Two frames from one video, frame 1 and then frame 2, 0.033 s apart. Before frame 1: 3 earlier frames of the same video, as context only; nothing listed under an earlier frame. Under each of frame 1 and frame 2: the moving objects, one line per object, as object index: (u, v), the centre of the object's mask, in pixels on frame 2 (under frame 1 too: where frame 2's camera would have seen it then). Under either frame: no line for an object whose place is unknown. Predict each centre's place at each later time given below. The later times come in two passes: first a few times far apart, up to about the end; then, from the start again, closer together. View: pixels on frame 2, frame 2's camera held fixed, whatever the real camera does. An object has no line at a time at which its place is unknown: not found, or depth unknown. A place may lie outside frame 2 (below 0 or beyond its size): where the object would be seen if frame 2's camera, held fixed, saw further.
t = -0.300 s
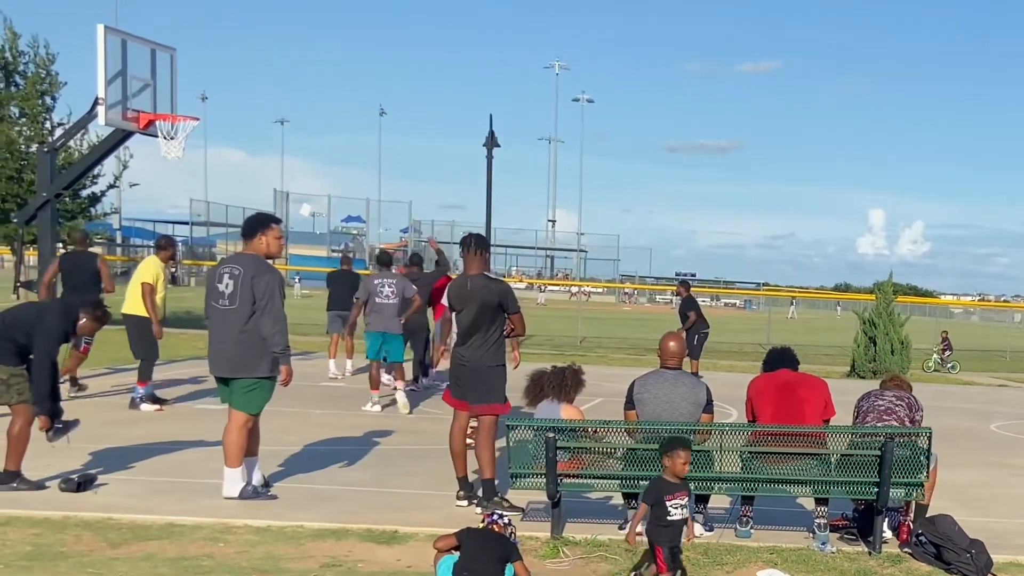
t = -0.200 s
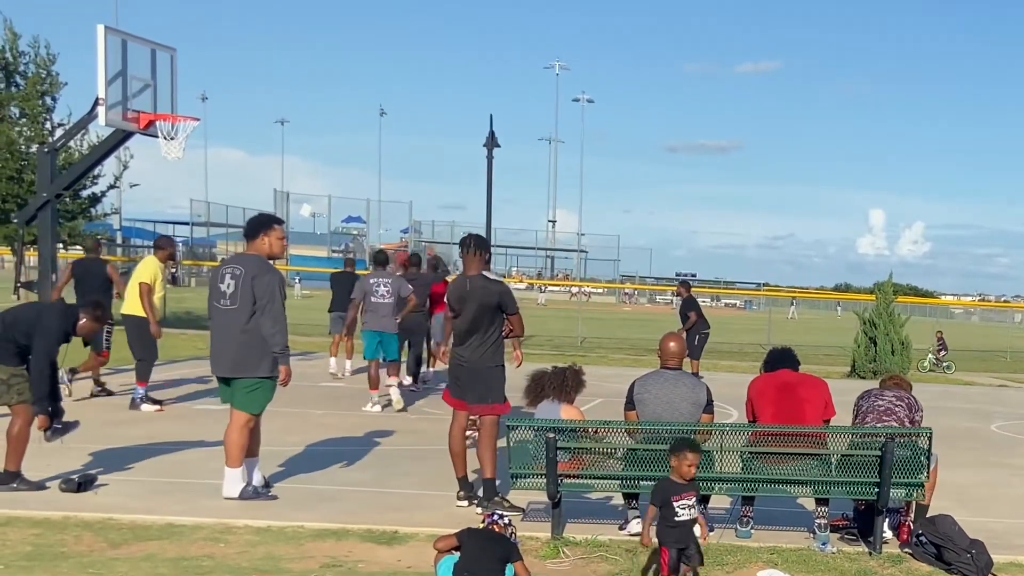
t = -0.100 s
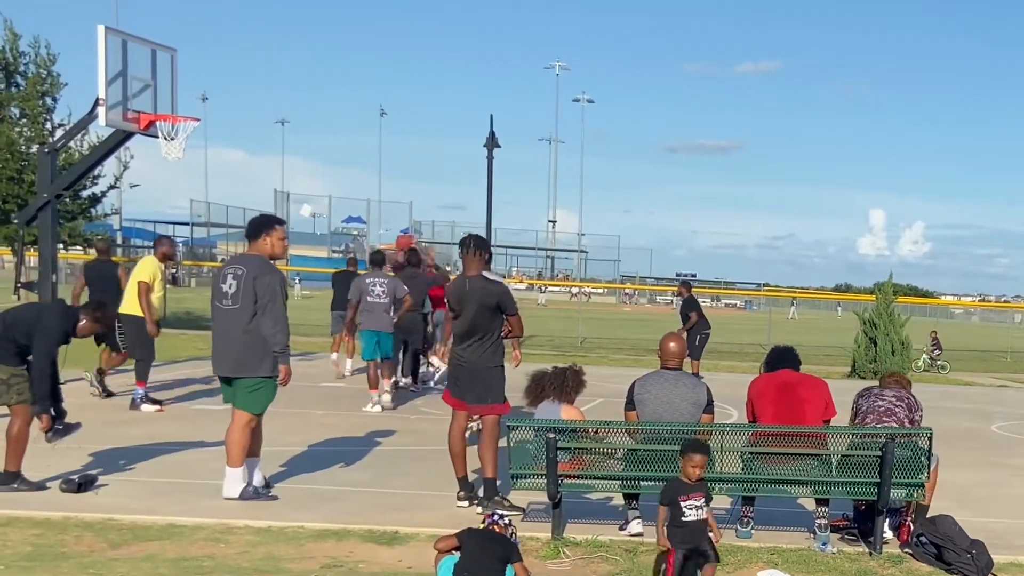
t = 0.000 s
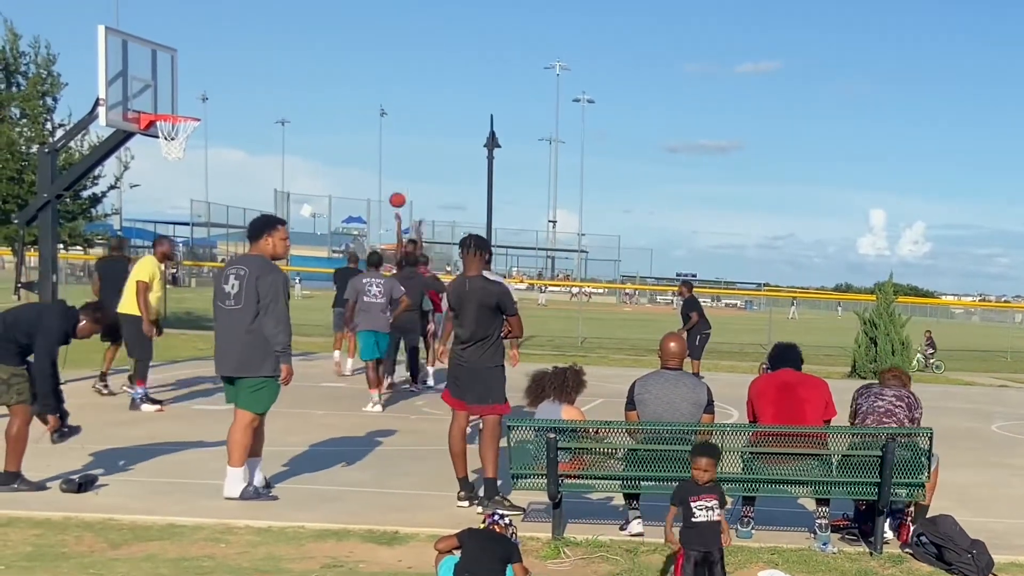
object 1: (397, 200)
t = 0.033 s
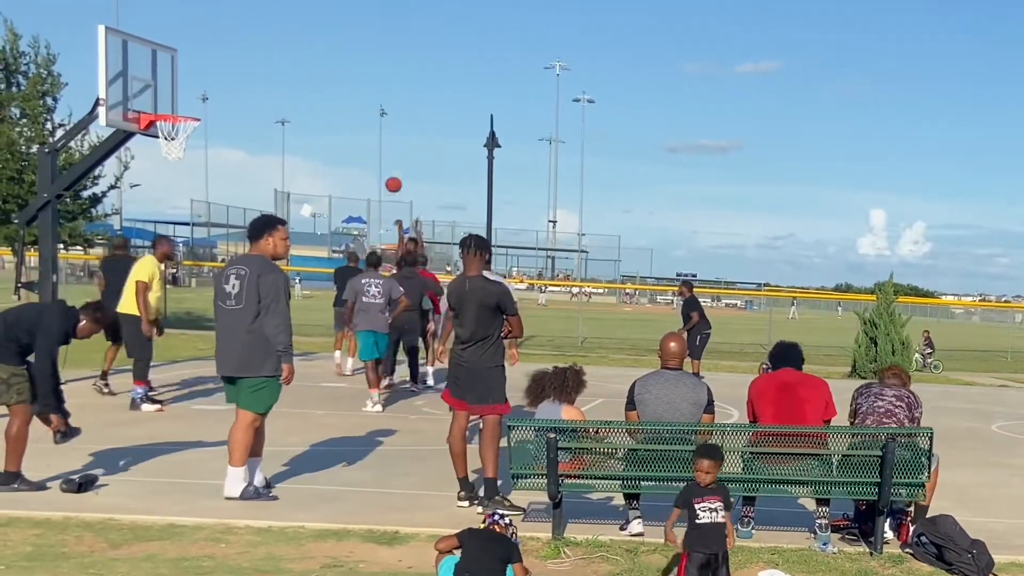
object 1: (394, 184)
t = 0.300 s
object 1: (360, 81)
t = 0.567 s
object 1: (320, 17)
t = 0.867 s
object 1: (270, 5)
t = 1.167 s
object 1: (210, 59)
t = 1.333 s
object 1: (174, 111)
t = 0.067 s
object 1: (390, 170)
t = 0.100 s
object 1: (386, 156)
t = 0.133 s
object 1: (381, 142)
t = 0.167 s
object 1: (377, 128)
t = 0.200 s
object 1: (373, 116)
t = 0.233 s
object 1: (368, 104)
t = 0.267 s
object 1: (364, 92)
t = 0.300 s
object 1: (360, 81)
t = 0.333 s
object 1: (355, 71)
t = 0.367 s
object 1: (350, 61)
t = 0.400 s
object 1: (345, 52)
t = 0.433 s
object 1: (340, 44)
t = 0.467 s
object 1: (335, 36)
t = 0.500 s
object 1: (330, 29)
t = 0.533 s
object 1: (325, 23)
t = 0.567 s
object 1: (320, 17)
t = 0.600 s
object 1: (315, 12)
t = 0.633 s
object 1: (310, 8)
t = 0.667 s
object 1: (304, 6)
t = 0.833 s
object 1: (276, 4)
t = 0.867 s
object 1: (270, 5)
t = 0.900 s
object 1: (264, 6)
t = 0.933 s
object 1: (258, 8)
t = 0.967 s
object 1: (251, 12)
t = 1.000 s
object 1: (245, 17)
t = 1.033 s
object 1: (238, 23)
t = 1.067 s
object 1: (231, 31)
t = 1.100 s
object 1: (224, 39)
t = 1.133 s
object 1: (217, 48)
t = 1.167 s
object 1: (210, 59)
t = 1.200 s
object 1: (203, 70)
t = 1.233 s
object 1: (196, 83)
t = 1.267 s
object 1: (188, 97)
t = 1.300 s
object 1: (181, 109)
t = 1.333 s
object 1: (174, 111)
